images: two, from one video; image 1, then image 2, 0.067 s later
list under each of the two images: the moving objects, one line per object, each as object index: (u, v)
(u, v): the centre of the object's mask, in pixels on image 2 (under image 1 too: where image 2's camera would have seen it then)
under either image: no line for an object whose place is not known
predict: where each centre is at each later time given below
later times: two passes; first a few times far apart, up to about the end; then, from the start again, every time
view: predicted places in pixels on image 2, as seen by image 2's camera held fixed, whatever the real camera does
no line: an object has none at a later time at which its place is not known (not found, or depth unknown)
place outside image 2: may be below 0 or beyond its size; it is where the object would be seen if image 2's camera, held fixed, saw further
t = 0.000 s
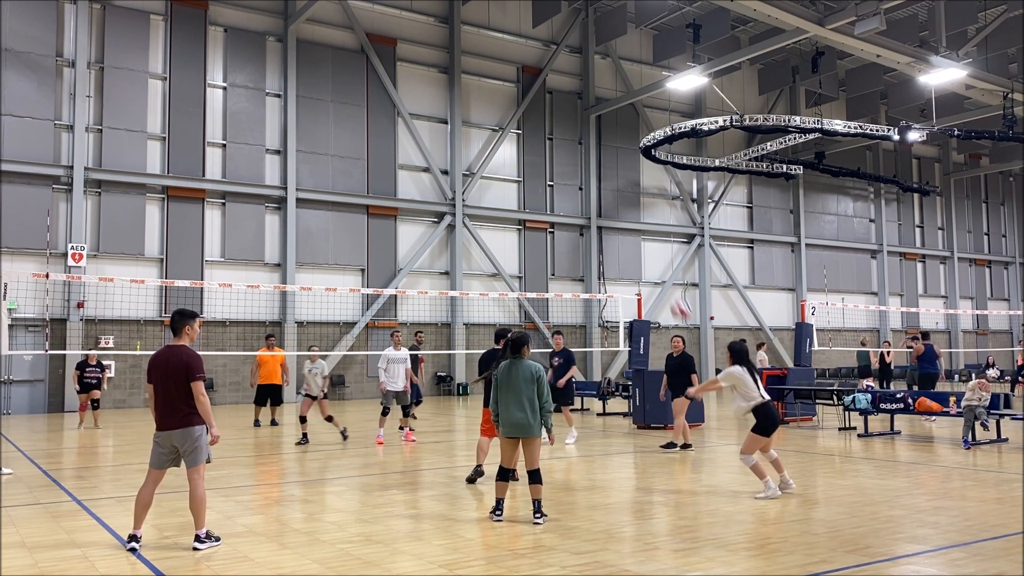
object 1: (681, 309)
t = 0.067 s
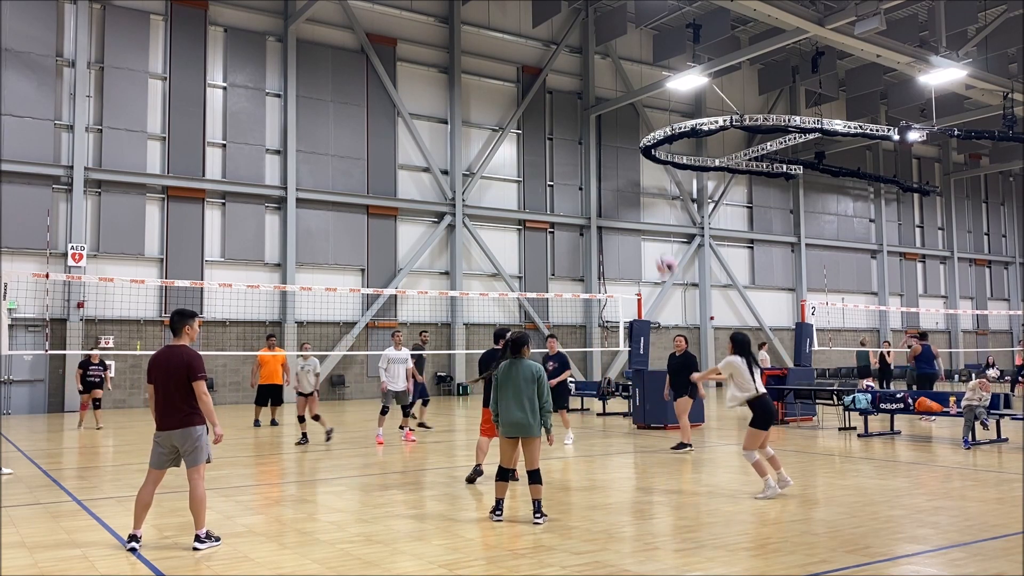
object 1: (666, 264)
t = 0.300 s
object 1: (621, 153)
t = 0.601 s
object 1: (570, 90)
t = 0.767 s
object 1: (543, 91)
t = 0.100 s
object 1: (659, 244)
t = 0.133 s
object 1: (654, 227)
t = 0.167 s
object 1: (646, 209)
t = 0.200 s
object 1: (639, 194)
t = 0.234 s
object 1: (634, 179)
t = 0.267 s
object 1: (627, 165)
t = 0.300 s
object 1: (621, 153)
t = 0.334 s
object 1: (615, 142)
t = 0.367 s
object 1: (609, 132)
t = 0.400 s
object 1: (604, 123)
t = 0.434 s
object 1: (598, 115)
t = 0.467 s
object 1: (592, 107)
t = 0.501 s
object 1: (586, 102)
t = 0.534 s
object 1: (581, 97)
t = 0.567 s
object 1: (576, 93)
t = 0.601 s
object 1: (570, 90)
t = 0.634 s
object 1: (564, 89)
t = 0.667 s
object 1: (559, 88)
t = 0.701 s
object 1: (553, 88)
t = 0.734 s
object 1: (548, 89)
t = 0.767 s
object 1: (543, 91)
